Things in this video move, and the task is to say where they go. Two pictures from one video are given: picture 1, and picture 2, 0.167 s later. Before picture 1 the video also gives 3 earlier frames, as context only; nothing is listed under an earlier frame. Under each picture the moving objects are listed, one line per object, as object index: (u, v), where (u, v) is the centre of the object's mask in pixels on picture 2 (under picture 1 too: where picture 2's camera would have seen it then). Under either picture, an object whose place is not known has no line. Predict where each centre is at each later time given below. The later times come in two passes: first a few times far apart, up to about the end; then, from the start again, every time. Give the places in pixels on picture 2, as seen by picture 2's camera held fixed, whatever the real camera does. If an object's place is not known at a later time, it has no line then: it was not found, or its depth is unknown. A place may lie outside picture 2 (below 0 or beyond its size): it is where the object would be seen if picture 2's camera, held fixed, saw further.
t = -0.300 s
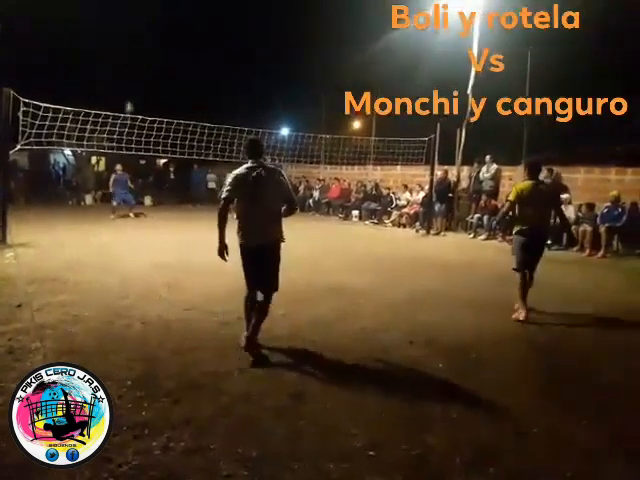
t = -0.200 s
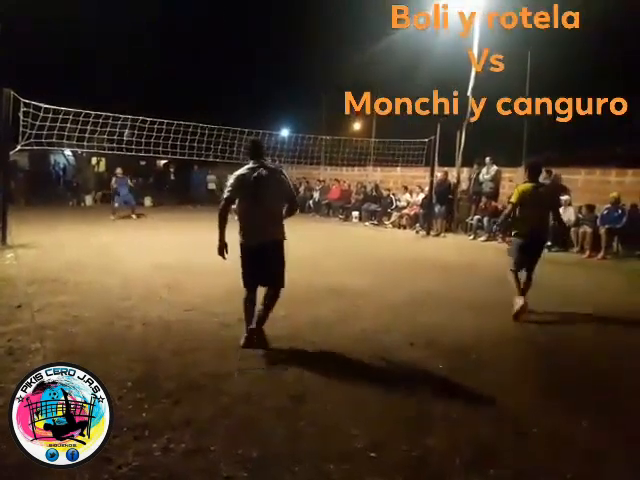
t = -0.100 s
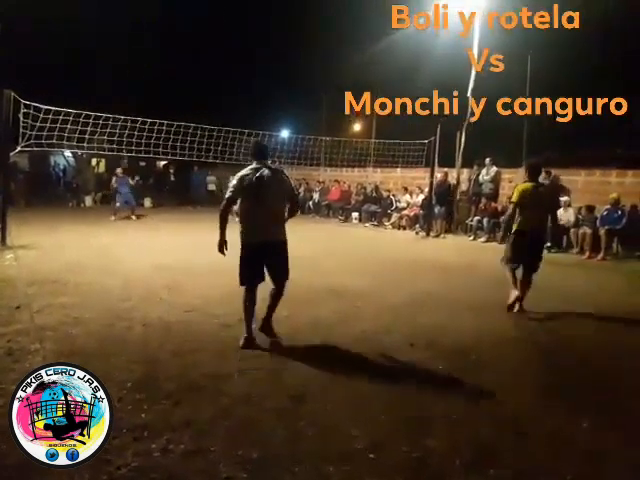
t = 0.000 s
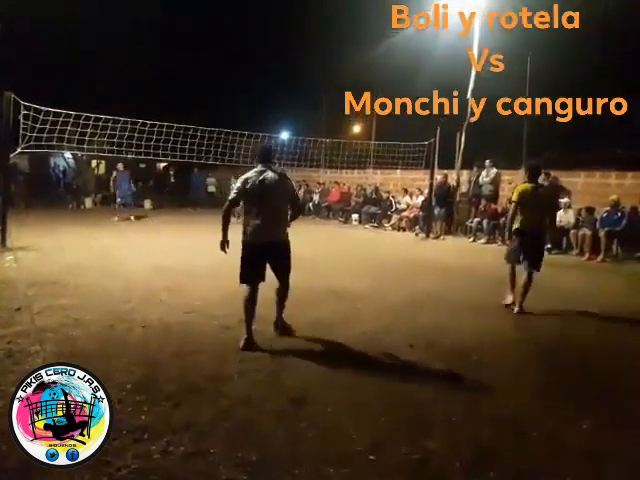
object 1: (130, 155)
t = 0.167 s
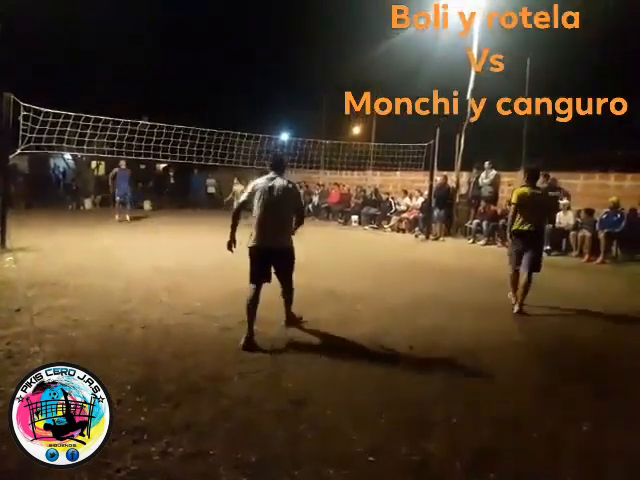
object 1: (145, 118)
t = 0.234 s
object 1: (151, 109)
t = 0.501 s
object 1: (175, 76)
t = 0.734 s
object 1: (199, 67)
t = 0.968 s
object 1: (223, 78)
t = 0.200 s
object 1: (148, 115)
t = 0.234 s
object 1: (151, 109)
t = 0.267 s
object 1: (153, 104)
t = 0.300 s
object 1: (156, 99)
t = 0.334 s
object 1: (159, 94)
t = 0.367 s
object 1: (163, 90)
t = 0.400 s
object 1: (166, 86)
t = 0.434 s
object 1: (169, 82)
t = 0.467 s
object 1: (172, 79)
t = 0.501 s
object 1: (175, 76)
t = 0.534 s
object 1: (178, 74)
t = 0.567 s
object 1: (182, 71)
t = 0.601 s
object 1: (186, 70)
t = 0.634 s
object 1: (189, 68)
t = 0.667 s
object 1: (193, 67)
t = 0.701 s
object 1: (196, 67)
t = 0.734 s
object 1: (199, 67)
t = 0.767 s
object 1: (203, 67)
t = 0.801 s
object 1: (206, 67)
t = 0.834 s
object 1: (209, 68)
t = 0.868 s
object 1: (213, 71)
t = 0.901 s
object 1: (217, 73)
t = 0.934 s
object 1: (220, 75)
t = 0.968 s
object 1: (223, 78)
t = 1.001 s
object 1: (226, 81)
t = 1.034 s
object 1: (230, 85)
